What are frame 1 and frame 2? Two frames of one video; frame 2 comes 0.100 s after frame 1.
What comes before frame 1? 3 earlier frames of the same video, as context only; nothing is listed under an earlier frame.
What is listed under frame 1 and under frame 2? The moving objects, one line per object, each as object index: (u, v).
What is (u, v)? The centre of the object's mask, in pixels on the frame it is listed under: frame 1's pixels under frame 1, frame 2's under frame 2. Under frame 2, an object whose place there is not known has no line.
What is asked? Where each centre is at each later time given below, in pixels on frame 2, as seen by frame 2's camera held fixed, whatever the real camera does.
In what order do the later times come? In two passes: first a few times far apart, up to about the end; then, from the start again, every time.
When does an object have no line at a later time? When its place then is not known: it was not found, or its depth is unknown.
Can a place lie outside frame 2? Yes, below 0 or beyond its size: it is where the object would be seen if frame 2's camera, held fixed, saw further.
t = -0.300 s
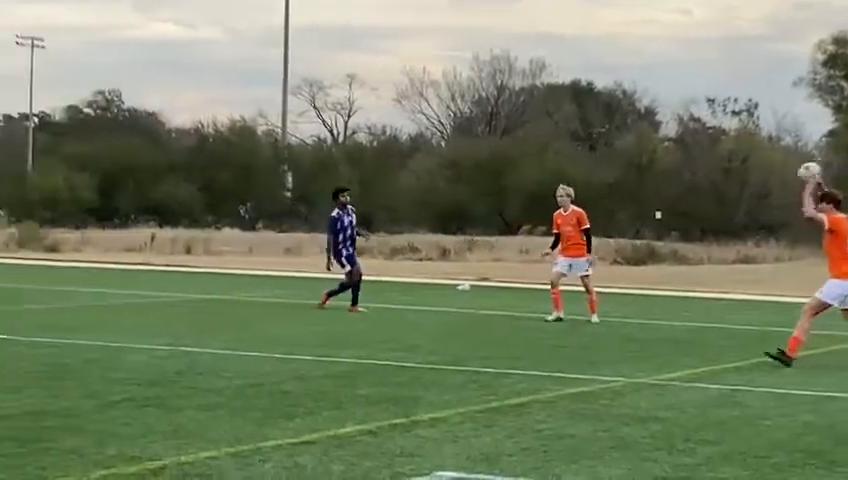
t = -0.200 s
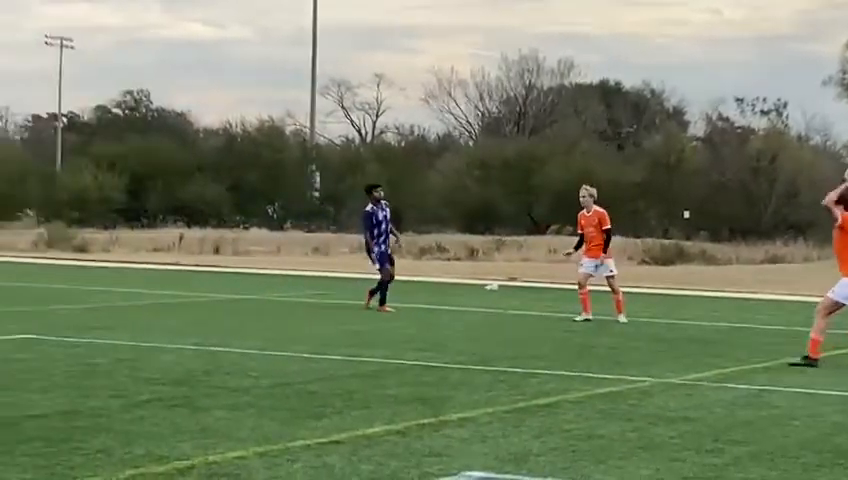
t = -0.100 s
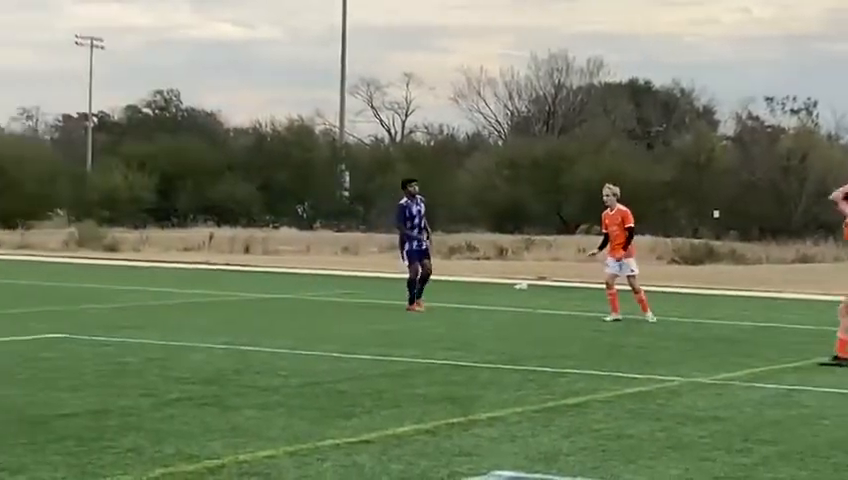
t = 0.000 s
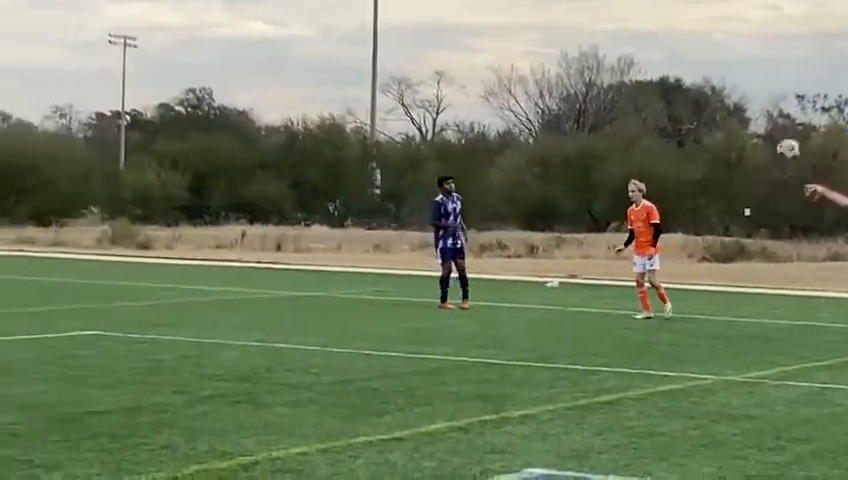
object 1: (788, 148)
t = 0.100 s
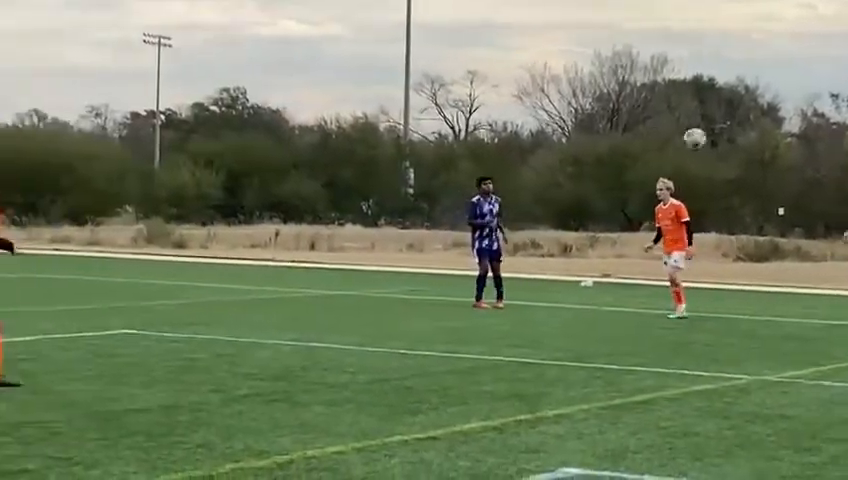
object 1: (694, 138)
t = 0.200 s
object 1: (571, 139)
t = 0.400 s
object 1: (342, 170)
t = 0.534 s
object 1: (196, 211)
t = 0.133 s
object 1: (653, 138)
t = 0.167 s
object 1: (612, 138)
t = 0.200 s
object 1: (571, 139)
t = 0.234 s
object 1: (533, 141)
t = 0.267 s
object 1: (493, 144)
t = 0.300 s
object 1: (455, 149)
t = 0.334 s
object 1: (416, 155)
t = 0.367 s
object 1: (379, 162)
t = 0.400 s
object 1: (342, 170)
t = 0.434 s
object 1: (306, 178)
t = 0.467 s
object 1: (268, 189)
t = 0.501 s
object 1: (232, 199)
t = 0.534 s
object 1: (196, 211)
